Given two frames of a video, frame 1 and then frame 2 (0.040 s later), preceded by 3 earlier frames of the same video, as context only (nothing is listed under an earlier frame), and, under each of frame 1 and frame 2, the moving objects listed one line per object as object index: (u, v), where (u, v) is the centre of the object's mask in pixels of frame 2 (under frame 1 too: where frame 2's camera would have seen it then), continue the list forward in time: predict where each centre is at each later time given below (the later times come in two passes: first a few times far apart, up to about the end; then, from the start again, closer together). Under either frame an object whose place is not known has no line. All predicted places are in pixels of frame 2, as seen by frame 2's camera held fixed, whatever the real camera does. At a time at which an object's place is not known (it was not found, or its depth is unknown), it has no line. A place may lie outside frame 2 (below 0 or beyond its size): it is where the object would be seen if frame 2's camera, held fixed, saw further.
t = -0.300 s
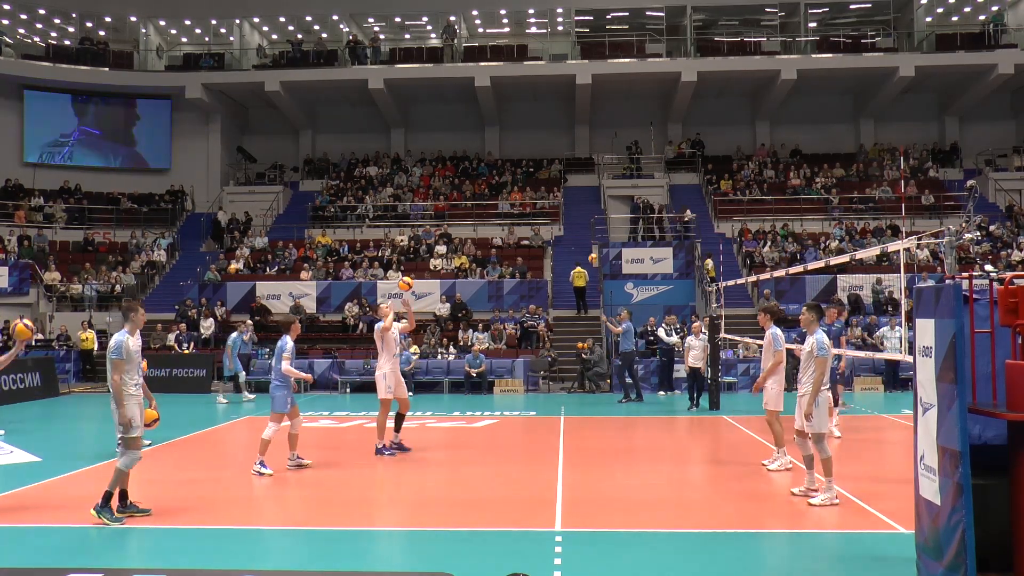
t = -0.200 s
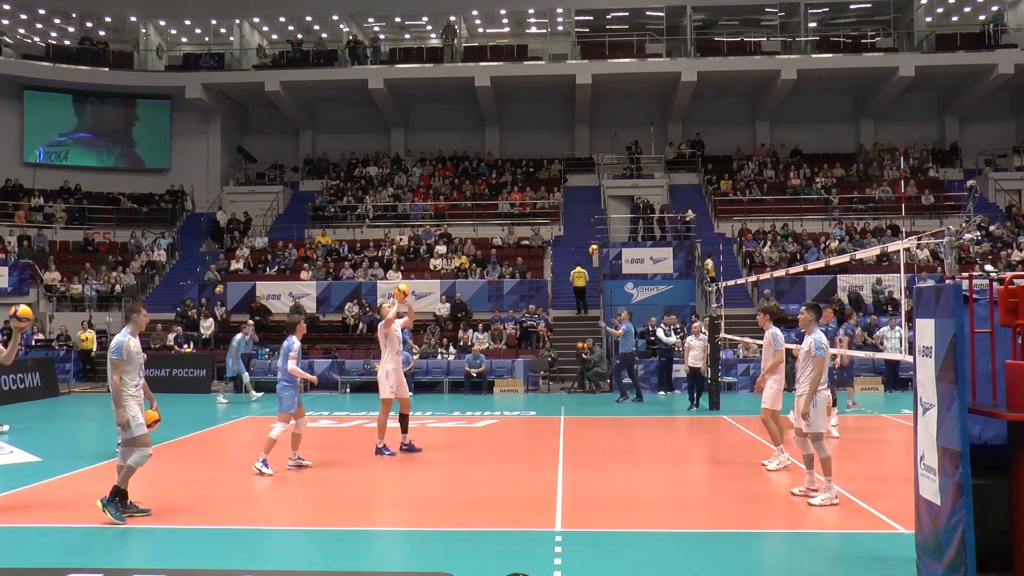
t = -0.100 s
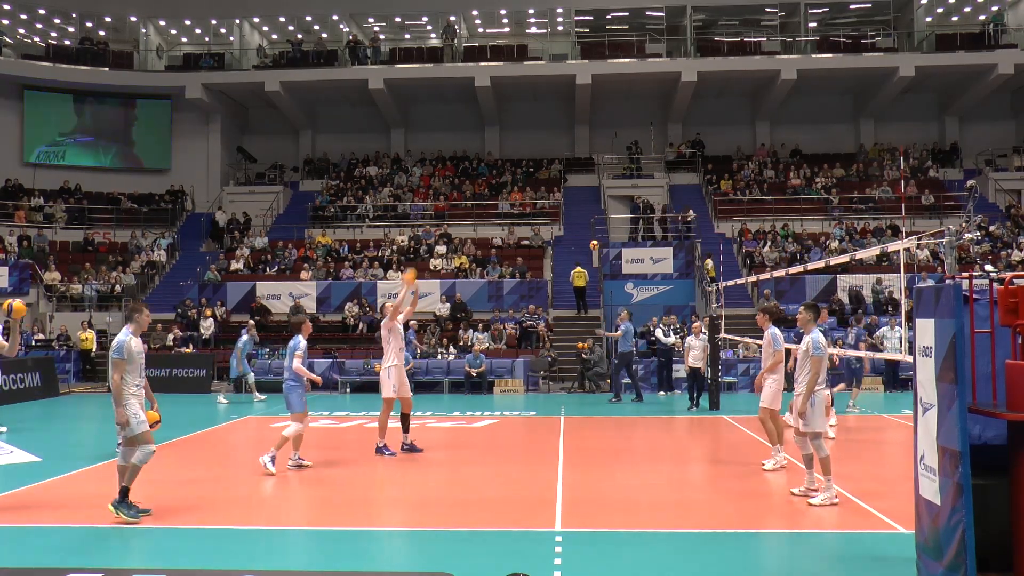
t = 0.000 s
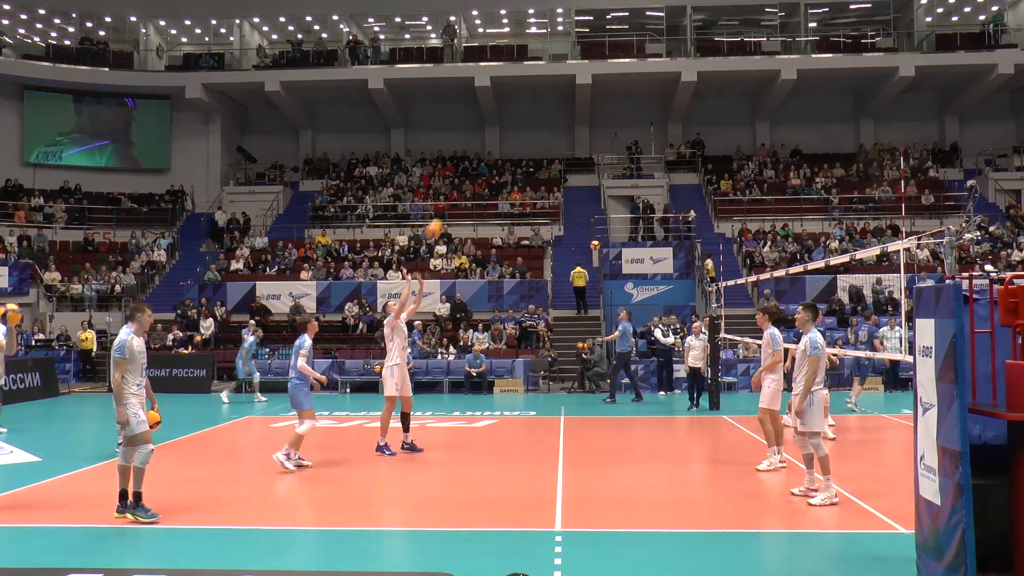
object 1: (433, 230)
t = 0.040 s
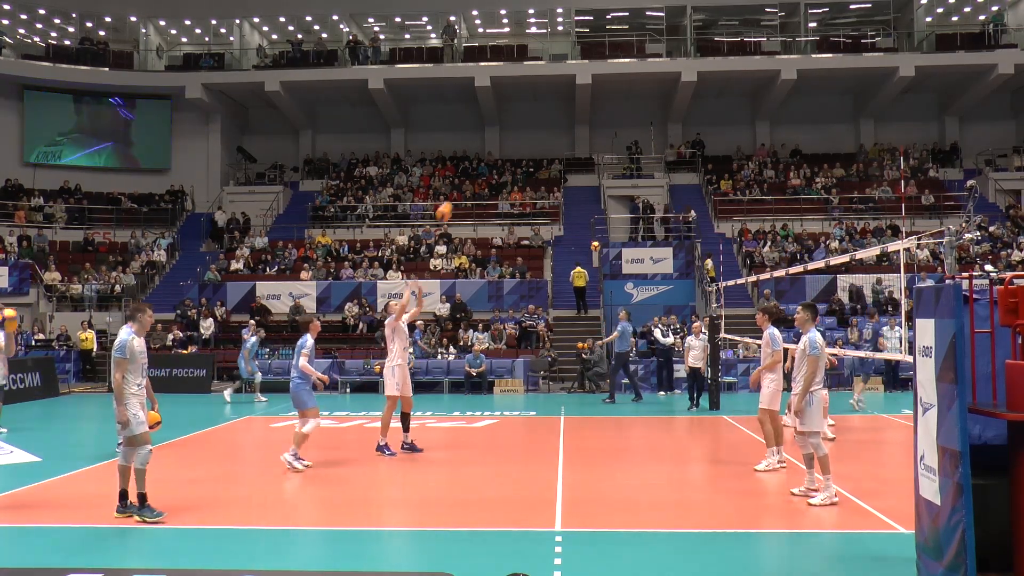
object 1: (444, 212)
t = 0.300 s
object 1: (511, 129)
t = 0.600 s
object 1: (588, 92)
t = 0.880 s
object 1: (659, 117)
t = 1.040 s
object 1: (699, 157)
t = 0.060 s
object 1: (450, 204)
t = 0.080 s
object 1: (455, 195)
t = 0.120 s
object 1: (466, 181)
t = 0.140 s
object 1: (470, 174)
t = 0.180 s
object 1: (481, 161)
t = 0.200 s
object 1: (487, 155)
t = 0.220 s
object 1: (491, 149)
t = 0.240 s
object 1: (497, 143)
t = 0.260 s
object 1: (502, 138)
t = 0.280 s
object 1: (507, 133)
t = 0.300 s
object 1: (511, 129)
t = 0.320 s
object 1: (518, 124)
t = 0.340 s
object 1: (523, 120)
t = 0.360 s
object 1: (527, 116)
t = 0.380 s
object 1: (533, 113)
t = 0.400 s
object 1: (537, 110)
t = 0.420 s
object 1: (542, 106)
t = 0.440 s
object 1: (547, 104)
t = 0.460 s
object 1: (553, 101)
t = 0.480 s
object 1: (558, 99)
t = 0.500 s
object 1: (562, 97)
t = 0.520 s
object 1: (567, 96)
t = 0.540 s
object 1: (573, 94)
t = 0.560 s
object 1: (578, 94)
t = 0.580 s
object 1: (583, 93)
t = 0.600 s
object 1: (588, 92)
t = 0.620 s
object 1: (593, 92)
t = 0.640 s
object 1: (598, 92)
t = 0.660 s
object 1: (603, 93)
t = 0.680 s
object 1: (608, 93)
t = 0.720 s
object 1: (618, 95)
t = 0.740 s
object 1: (623, 97)
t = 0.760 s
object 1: (628, 98)
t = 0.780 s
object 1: (633, 101)
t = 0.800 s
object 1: (638, 103)
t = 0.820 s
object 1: (643, 106)
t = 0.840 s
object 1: (648, 109)
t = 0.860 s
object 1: (653, 113)
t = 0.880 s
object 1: (659, 117)
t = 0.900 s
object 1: (664, 120)
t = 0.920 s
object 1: (669, 125)
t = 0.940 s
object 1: (674, 129)
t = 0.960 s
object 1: (679, 134)
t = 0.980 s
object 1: (685, 139)
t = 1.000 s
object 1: (689, 145)
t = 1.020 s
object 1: (695, 151)
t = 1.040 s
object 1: (699, 157)
